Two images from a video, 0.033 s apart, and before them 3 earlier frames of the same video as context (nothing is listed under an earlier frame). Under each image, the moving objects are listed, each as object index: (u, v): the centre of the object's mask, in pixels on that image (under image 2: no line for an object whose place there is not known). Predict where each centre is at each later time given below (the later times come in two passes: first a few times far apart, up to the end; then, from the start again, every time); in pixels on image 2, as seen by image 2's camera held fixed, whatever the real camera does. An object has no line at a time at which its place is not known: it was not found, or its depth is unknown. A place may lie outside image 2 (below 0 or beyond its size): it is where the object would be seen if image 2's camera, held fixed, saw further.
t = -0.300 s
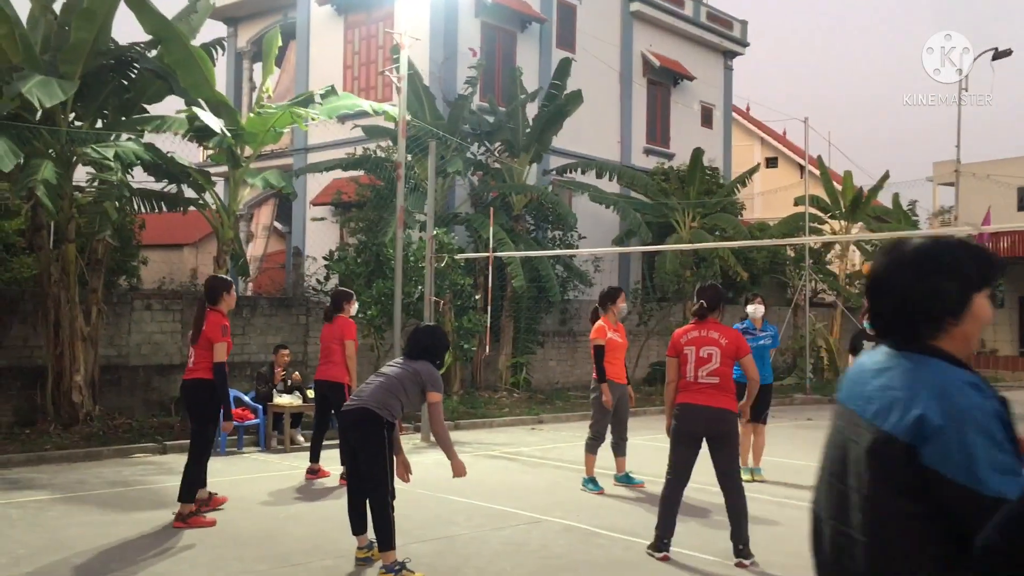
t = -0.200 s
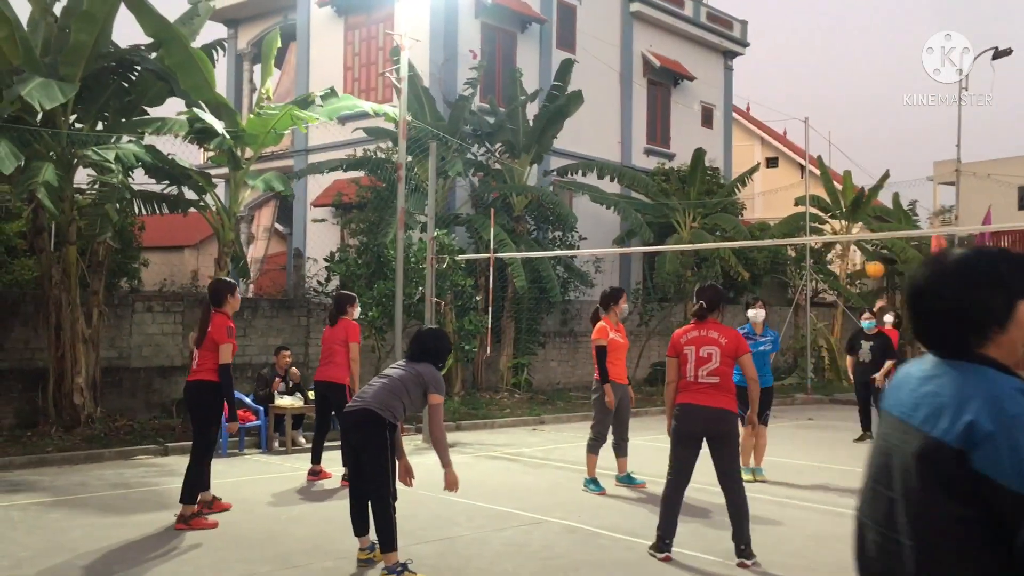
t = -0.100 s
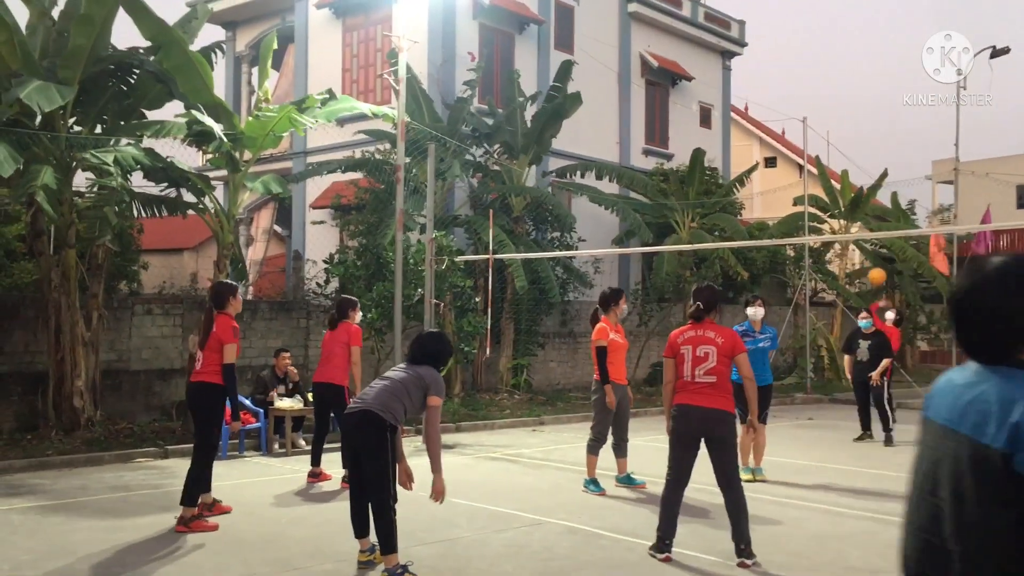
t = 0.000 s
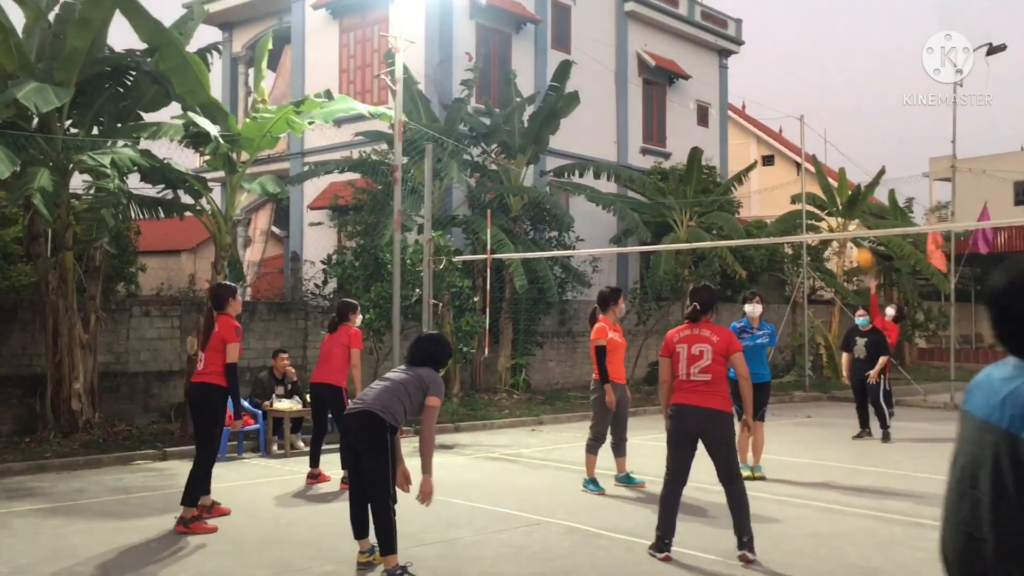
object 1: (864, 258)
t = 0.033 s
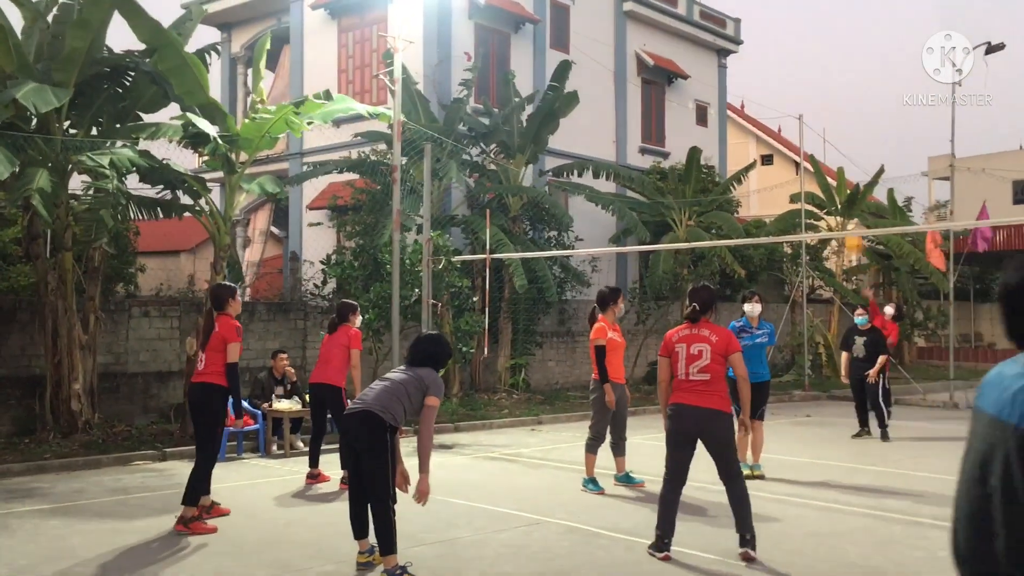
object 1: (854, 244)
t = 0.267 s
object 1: (783, 165)
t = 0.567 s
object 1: (663, 123)
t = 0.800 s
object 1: (537, 155)
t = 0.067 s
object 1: (845, 227)
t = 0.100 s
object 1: (836, 218)
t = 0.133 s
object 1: (827, 206)
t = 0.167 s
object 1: (816, 195)
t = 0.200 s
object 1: (806, 183)
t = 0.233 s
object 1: (794, 174)
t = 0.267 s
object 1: (783, 165)
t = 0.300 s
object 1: (771, 157)
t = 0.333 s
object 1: (760, 150)
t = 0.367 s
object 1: (747, 143)
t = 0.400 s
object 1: (734, 136)
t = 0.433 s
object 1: (721, 132)
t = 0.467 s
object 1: (707, 128)
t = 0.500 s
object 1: (693, 126)
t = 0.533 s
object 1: (678, 124)
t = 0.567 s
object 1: (663, 123)
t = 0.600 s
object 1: (648, 124)
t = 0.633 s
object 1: (631, 125)
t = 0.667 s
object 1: (612, 128)
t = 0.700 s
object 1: (595, 133)
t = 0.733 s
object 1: (578, 138)
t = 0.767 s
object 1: (557, 146)
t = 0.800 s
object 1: (537, 155)
